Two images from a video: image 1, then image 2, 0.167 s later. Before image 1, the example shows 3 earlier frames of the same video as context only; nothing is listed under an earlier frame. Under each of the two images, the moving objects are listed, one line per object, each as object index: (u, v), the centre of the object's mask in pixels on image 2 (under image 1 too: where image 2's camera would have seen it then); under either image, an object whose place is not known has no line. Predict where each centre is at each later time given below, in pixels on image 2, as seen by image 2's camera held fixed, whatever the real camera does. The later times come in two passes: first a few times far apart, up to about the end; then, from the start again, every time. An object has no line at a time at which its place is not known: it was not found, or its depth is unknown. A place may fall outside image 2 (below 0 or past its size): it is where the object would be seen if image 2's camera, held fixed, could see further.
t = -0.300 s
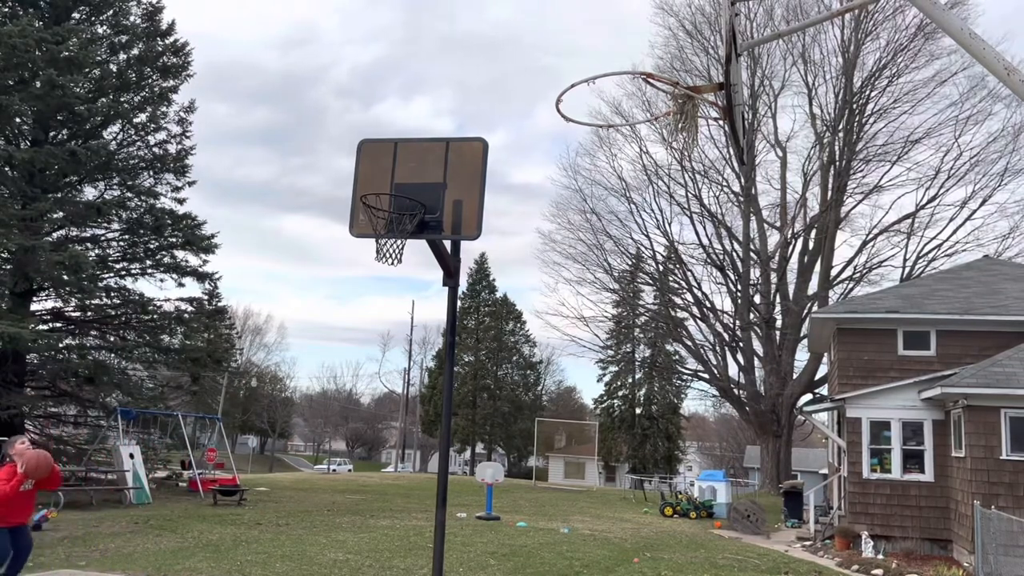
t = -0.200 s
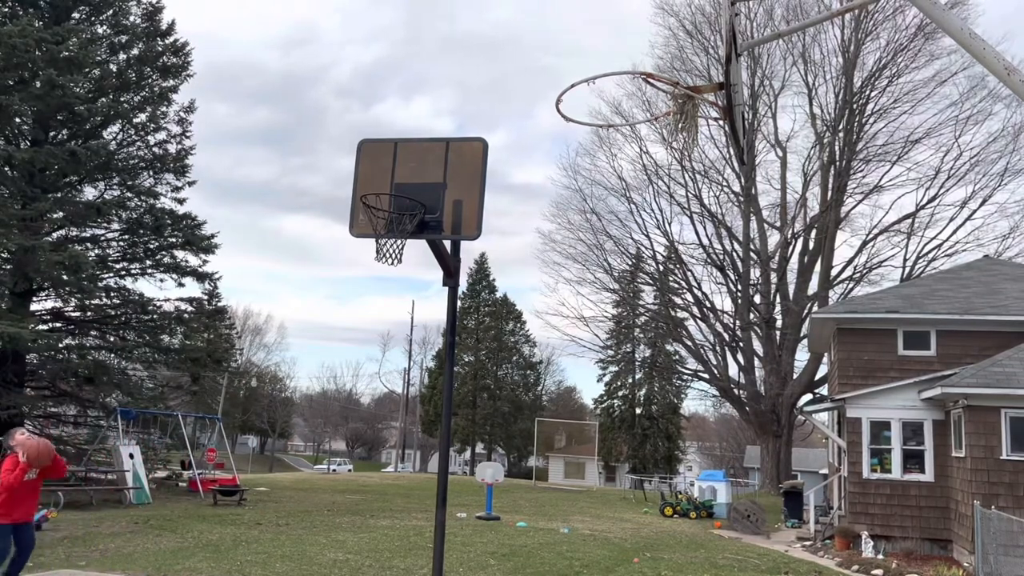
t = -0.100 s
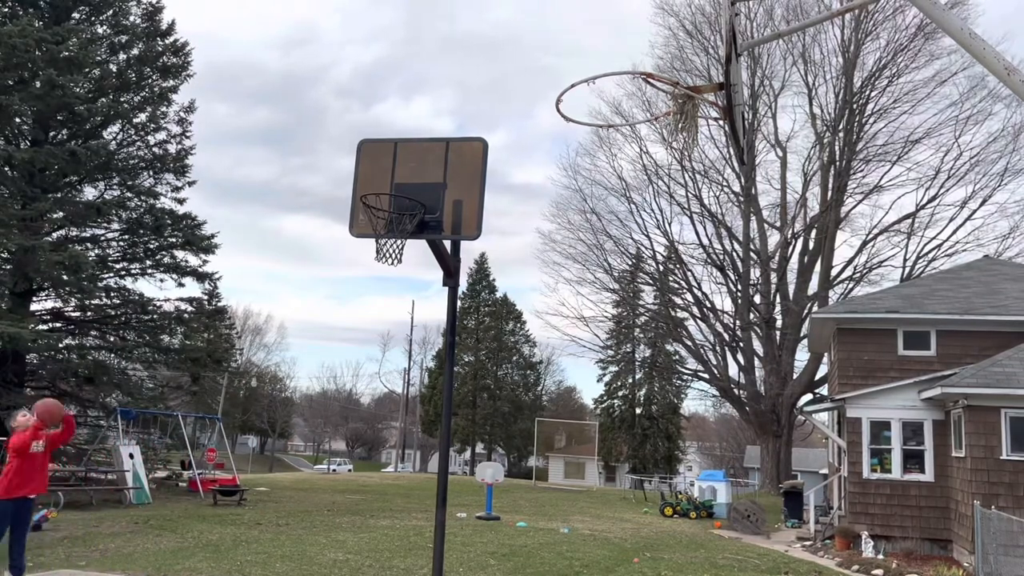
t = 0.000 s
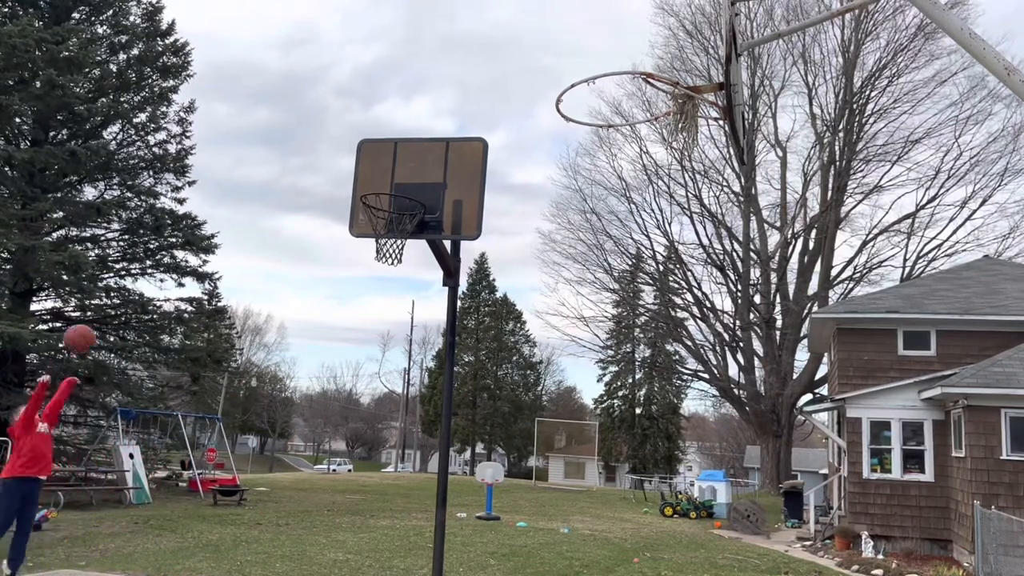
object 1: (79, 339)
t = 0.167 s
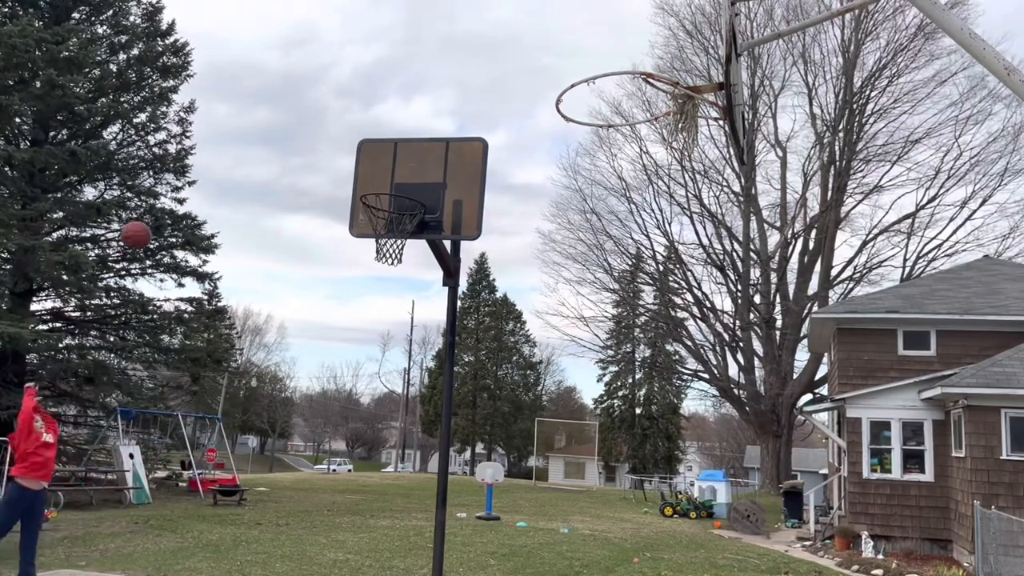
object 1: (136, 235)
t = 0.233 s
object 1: (156, 202)
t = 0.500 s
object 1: (235, 126)
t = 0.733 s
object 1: (297, 126)
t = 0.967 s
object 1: (358, 193)
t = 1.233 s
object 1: (306, 245)
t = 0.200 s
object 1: (146, 218)
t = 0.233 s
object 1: (156, 202)
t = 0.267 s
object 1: (167, 189)
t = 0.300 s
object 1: (177, 176)
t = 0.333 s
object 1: (187, 164)
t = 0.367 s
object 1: (196, 154)
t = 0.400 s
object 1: (206, 145)
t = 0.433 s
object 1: (216, 137)
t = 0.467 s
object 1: (225, 131)
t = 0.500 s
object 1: (235, 126)
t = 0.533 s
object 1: (244, 122)
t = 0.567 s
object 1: (253, 120)
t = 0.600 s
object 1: (262, 118)
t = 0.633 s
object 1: (271, 118)
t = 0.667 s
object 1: (280, 120)
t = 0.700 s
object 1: (289, 122)
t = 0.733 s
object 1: (297, 126)
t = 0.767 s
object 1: (306, 132)
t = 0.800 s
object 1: (315, 138)
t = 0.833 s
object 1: (324, 147)
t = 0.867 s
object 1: (332, 156)
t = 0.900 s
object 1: (341, 167)
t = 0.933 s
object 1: (350, 180)
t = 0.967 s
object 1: (358, 193)
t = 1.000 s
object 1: (360, 206)
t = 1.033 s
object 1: (354, 213)
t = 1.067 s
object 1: (350, 220)
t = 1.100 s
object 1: (342, 224)
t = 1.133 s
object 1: (333, 227)
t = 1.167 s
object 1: (325, 232)
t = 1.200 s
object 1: (315, 238)
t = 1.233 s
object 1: (306, 245)
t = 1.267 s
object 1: (297, 254)
